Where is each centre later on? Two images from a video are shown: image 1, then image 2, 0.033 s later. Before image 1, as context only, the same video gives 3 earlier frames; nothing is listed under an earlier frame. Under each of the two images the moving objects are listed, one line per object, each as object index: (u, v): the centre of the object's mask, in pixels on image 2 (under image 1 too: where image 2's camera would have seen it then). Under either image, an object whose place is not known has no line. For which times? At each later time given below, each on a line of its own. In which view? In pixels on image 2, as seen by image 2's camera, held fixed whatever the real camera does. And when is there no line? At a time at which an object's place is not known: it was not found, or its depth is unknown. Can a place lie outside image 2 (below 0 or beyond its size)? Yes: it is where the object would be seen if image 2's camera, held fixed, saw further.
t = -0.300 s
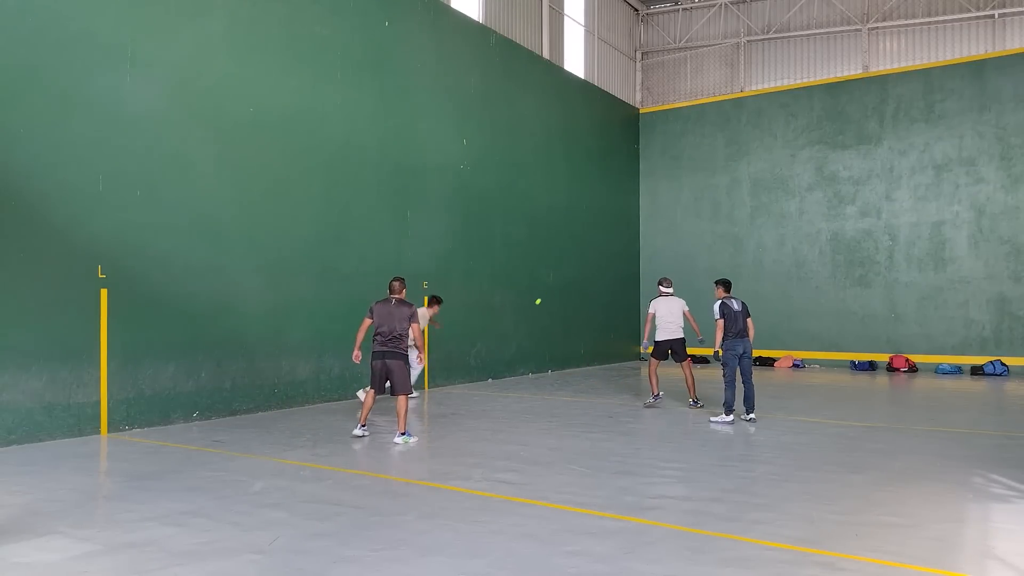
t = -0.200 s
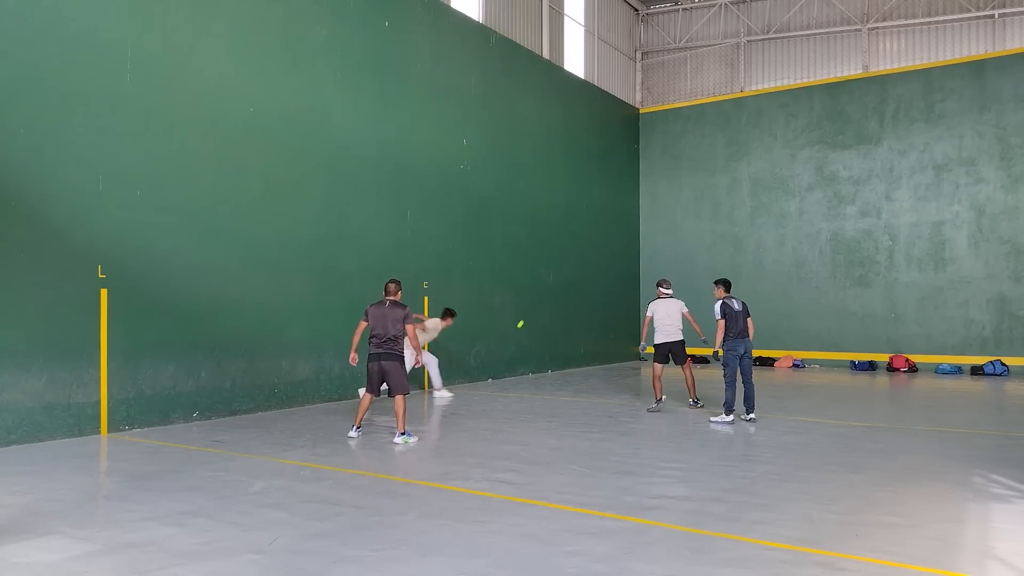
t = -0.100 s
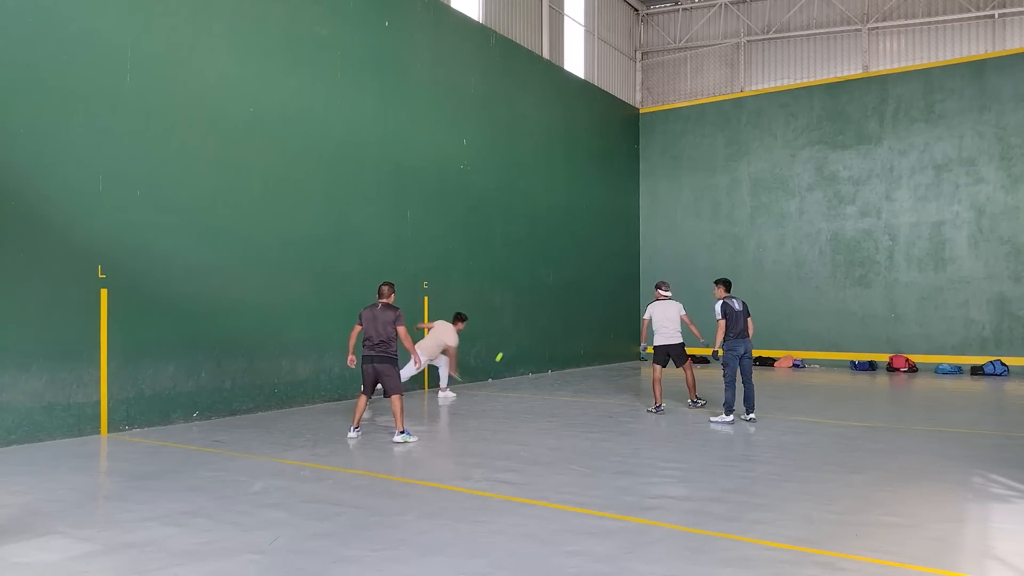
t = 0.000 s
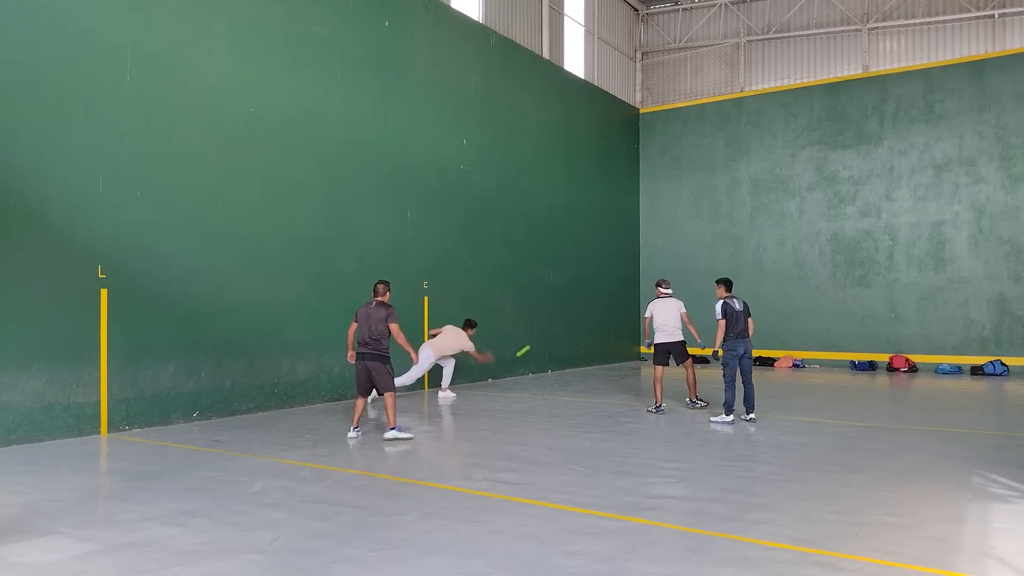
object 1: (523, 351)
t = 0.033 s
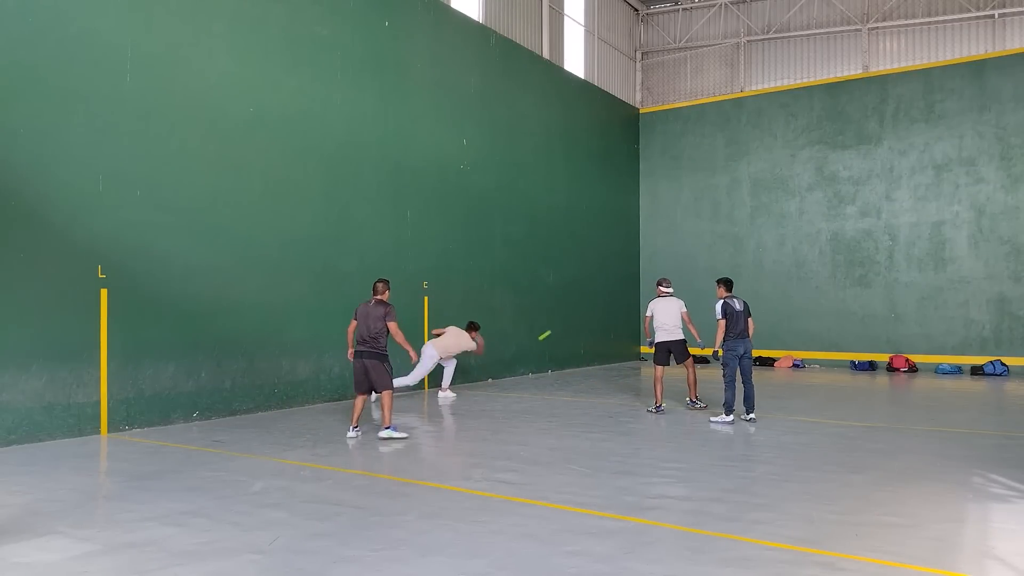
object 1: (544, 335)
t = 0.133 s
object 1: (596, 300)
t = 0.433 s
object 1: (656, 259)
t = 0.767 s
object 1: (555, 269)
